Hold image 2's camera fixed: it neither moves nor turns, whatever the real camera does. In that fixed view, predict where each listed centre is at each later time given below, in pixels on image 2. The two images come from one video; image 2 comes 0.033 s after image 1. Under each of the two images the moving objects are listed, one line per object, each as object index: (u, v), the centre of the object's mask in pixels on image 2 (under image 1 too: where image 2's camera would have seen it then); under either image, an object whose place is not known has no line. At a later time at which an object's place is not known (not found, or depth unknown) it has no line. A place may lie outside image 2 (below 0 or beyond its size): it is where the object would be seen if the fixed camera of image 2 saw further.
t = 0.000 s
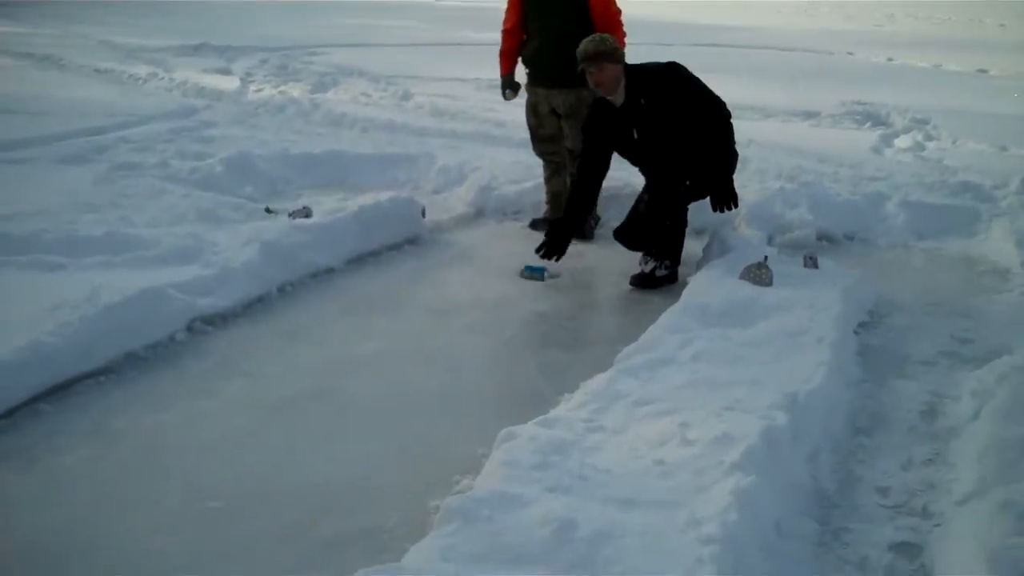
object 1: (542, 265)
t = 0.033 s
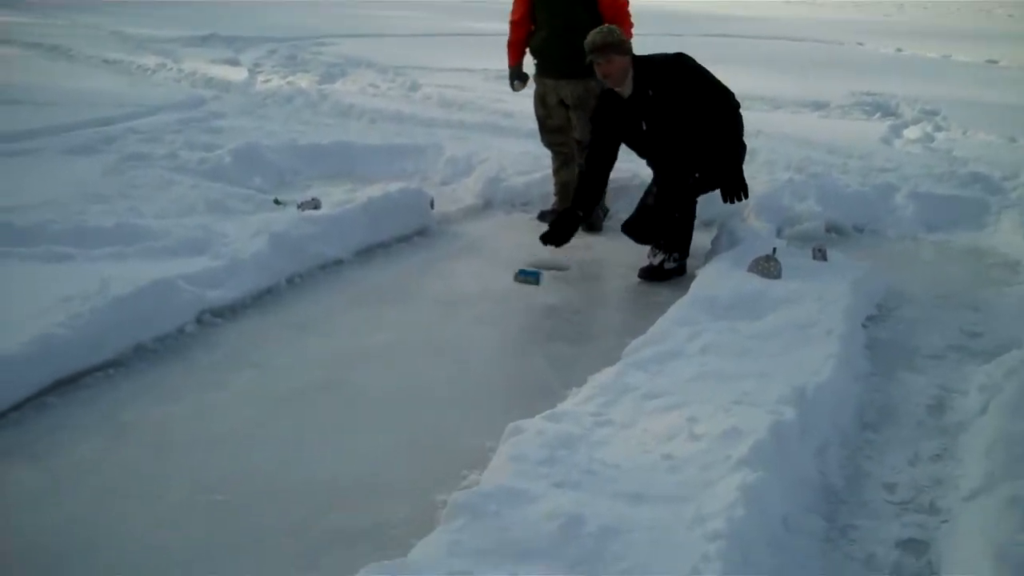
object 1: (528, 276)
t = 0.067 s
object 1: (512, 292)
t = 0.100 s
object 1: (498, 309)
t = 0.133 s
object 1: (482, 324)
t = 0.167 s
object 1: (464, 335)
